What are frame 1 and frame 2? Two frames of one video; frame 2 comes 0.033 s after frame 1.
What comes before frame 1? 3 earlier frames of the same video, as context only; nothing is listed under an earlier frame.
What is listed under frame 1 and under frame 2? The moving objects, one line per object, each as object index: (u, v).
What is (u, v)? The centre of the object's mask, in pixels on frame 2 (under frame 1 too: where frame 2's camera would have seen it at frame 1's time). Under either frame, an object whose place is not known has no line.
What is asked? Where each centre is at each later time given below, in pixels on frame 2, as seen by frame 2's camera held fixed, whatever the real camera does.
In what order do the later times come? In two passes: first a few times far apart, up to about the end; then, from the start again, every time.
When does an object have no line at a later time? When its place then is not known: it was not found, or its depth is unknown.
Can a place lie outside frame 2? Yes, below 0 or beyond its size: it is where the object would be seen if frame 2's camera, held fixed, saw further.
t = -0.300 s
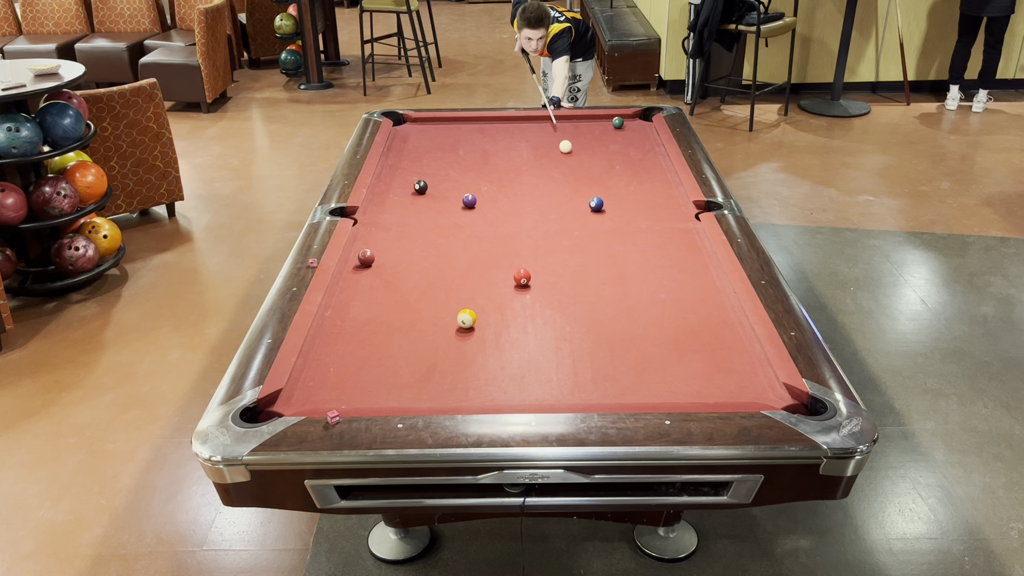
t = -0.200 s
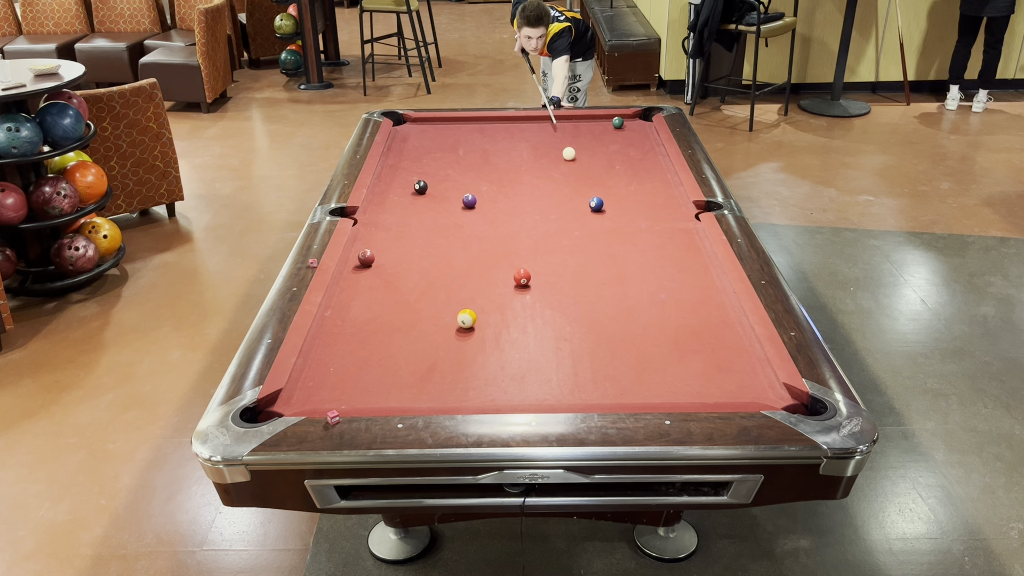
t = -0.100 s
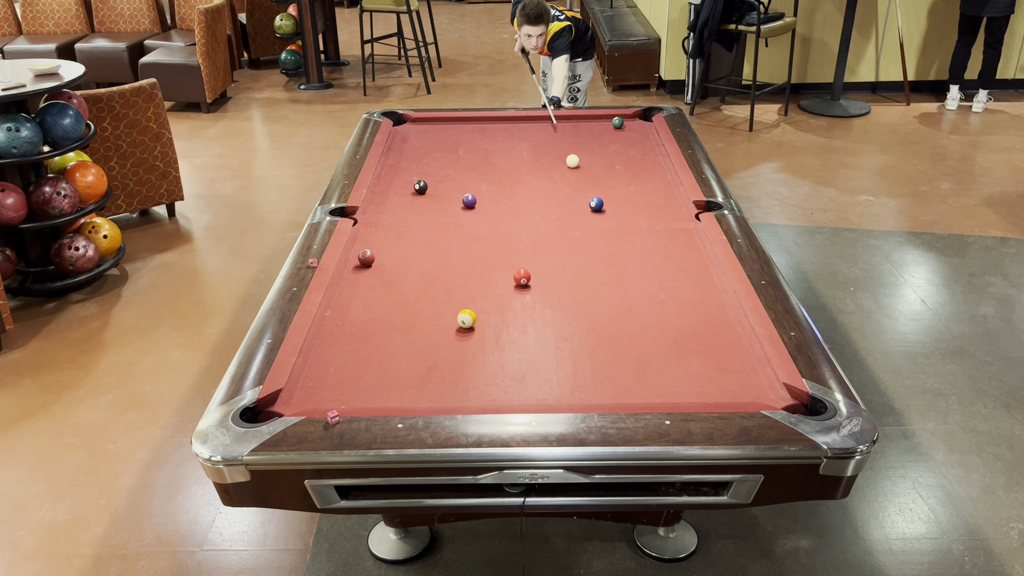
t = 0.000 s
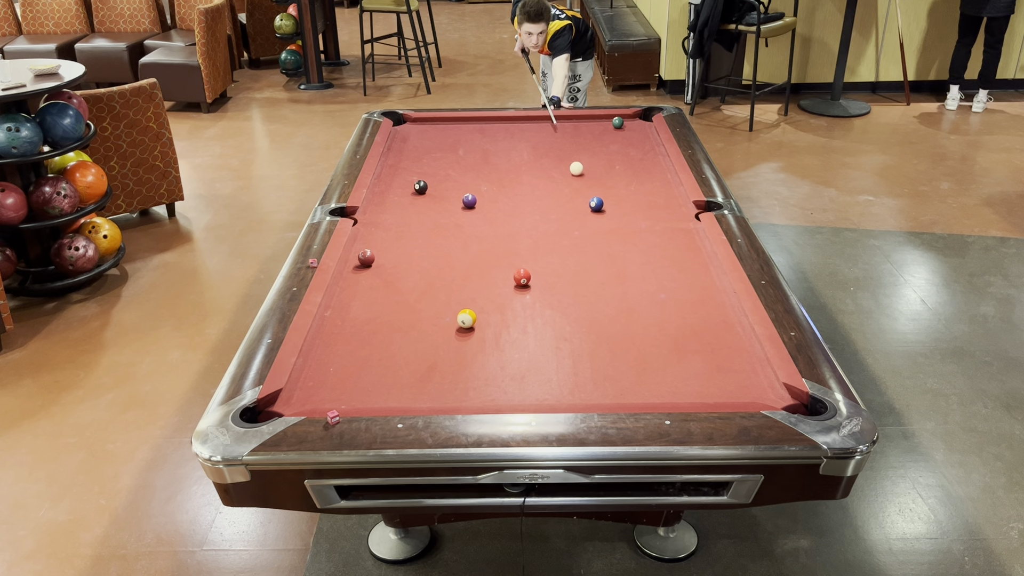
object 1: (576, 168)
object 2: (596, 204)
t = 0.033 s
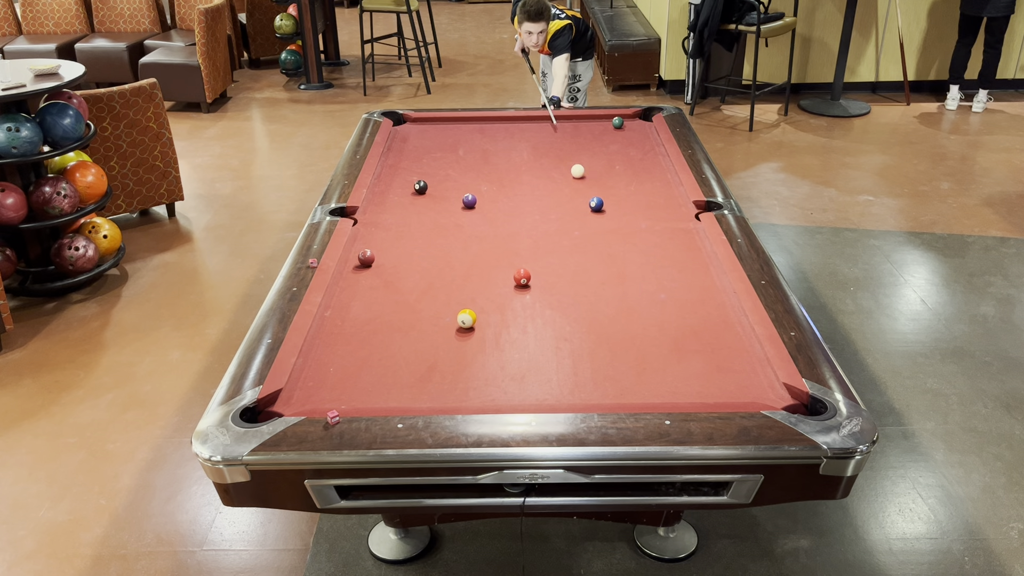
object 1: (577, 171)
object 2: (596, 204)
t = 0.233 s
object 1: (585, 187)
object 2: (596, 204)
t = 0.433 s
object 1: (589, 199)
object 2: (600, 209)
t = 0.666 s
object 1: (587, 204)
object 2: (611, 223)
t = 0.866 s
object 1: (586, 208)
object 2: (621, 234)
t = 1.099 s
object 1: (584, 212)
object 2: (633, 248)
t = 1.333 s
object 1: (582, 216)
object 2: (646, 262)
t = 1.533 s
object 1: (581, 218)
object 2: (657, 275)
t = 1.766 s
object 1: (579, 221)
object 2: (669, 290)
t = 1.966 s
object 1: (578, 223)
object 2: (681, 303)
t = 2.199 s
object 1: (577, 225)
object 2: (694, 318)
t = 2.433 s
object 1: (576, 226)
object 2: (708, 334)
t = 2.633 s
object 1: (576, 227)
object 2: (720, 347)
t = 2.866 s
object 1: (576, 228)
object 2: (734, 363)
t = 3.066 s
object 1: (576, 228)
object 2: (746, 376)
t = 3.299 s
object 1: (576, 227)
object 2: (760, 391)
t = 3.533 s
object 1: (576, 227)
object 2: (775, 401)
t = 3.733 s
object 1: (576, 227)
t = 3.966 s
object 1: (576, 227)
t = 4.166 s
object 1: (576, 227)
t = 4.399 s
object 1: (576, 227)
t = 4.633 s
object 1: (576, 227)
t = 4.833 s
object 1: (576, 227)
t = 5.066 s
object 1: (576, 227)
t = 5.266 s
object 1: (576, 228)
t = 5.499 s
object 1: (576, 227)
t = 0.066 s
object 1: (579, 174)
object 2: (596, 204)
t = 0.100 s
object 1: (580, 176)
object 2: (596, 204)
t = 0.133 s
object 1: (581, 179)
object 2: (596, 204)
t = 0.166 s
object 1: (583, 182)
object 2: (596, 204)
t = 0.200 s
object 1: (584, 184)
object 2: (596, 204)
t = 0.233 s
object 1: (585, 187)
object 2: (596, 204)
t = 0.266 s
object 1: (587, 190)
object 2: (596, 204)
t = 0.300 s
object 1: (588, 192)
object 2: (596, 204)
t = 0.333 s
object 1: (589, 194)
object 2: (596, 204)
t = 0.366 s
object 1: (590, 196)
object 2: (596, 204)
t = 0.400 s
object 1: (590, 198)
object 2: (598, 207)
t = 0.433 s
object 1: (589, 199)
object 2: (600, 209)
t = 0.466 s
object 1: (589, 200)
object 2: (602, 211)
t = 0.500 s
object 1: (589, 201)
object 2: (603, 213)
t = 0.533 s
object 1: (589, 201)
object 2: (605, 215)
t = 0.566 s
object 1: (588, 202)
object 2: (607, 217)
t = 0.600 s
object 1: (588, 203)
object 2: (608, 219)
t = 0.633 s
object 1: (588, 203)
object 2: (610, 221)
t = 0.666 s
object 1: (587, 204)
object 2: (611, 223)
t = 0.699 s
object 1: (587, 205)
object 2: (613, 224)
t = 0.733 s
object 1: (587, 205)
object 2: (615, 227)
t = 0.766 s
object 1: (586, 206)
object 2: (616, 229)
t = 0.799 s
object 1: (586, 207)
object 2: (618, 230)
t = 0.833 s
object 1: (586, 207)
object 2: (620, 232)
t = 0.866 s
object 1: (586, 208)
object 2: (621, 234)
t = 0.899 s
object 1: (585, 208)
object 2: (623, 236)
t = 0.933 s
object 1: (585, 209)
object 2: (625, 238)
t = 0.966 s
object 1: (585, 210)
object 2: (626, 240)
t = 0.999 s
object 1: (584, 210)
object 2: (628, 242)
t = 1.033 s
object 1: (584, 211)
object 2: (630, 244)
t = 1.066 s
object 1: (584, 211)
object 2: (632, 246)
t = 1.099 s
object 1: (584, 212)
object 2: (633, 248)
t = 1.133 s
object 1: (583, 212)
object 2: (635, 250)
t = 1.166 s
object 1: (583, 213)
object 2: (637, 252)
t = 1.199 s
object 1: (583, 214)
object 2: (639, 254)
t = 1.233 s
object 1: (583, 214)
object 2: (640, 256)
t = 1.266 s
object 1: (583, 215)
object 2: (642, 258)
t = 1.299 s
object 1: (582, 215)
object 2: (644, 260)
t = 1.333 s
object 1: (582, 216)
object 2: (646, 262)
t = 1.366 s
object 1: (582, 216)
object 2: (647, 265)
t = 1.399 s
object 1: (582, 216)
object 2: (649, 267)
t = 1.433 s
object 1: (582, 217)
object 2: (651, 269)
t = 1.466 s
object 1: (581, 217)
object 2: (653, 271)
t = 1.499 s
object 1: (581, 218)
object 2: (655, 273)
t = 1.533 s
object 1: (581, 218)
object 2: (657, 275)
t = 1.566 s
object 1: (581, 219)
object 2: (658, 277)
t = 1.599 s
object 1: (581, 219)
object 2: (660, 279)
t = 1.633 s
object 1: (581, 220)
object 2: (662, 281)
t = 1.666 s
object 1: (580, 220)
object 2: (664, 284)
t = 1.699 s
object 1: (580, 220)
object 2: (666, 286)
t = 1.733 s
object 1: (580, 221)
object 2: (667, 288)
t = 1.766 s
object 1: (579, 221)
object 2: (669, 290)
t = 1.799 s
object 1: (579, 221)
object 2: (671, 292)
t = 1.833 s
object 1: (579, 222)
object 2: (673, 294)
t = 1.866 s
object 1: (579, 222)
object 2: (675, 297)
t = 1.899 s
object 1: (578, 222)
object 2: (677, 299)
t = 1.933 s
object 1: (578, 223)
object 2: (679, 301)
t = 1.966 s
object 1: (578, 223)
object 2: (681, 303)
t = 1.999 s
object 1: (578, 223)
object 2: (682, 305)
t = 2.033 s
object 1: (578, 224)
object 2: (684, 307)
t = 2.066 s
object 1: (577, 224)
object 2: (686, 310)
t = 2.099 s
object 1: (577, 224)
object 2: (688, 312)
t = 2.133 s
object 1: (577, 224)
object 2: (690, 314)
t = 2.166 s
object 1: (577, 225)
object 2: (692, 316)
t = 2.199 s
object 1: (577, 225)
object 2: (694, 318)
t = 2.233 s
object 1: (577, 225)
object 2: (696, 320)
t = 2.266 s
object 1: (576, 225)
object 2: (698, 323)
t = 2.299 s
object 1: (576, 225)
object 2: (700, 325)
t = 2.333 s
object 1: (576, 226)
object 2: (702, 327)
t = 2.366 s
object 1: (576, 226)
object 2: (704, 329)
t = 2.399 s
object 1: (576, 226)
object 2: (706, 332)
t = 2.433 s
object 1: (576, 226)
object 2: (708, 334)
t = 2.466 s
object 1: (576, 226)
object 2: (710, 336)
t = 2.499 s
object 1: (576, 227)
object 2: (712, 339)
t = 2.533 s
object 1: (576, 227)
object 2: (714, 341)
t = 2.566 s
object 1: (576, 227)
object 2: (716, 343)
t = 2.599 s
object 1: (576, 227)
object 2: (718, 345)
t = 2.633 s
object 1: (576, 227)
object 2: (720, 347)
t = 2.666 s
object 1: (576, 227)
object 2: (722, 349)
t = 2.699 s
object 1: (576, 227)
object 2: (724, 352)
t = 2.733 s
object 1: (576, 227)
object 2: (726, 354)
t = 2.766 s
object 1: (576, 227)
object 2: (728, 356)
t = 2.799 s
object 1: (576, 227)
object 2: (730, 358)
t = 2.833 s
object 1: (576, 228)
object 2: (732, 361)
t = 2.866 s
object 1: (576, 228)
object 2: (734, 363)
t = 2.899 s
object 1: (576, 228)
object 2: (736, 365)
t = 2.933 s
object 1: (576, 228)
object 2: (738, 367)
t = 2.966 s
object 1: (576, 228)
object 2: (740, 369)
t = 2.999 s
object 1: (576, 228)
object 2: (742, 371)
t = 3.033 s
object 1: (576, 228)
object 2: (744, 374)
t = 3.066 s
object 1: (576, 228)
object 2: (746, 376)
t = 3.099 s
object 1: (576, 228)
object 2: (748, 378)
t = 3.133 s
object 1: (576, 227)
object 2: (750, 380)
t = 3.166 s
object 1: (576, 227)
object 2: (752, 382)
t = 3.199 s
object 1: (576, 227)
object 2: (754, 384)
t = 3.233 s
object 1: (576, 227)
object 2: (756, 387)
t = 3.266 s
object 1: (576, 227)
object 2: (758, 389)
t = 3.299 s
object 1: (576, 227)
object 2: (760, 391)
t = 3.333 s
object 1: (576, 227)
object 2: (762, 392)
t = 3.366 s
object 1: (576, 227)
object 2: (765, 394)
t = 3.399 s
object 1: (576, 227)
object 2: (767, 396)
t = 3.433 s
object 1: (576, 227)
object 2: (769, 397)
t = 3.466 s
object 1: (576, 227)
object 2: (771, 399)
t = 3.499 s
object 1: (576, 227)
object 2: (773, 400)
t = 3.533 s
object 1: (576, 227)
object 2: (775, 401)
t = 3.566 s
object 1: (576, 227)
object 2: (778, 402)
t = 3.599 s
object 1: (576, 227)
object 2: (781, 404)
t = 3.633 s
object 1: (576, 227)
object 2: (785, 405)
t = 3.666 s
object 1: (576, 227)
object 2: (788, 409)
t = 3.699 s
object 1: (576, 227)
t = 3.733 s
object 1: (576, 227)
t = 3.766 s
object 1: (576, 227)
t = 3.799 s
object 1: (576, 227)
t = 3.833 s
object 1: (576, 227)
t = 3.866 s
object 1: (576, 227)
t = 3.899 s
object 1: (576, 227)
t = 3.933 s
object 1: (576, 227)
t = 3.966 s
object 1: (576, 227)
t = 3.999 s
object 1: (576, 227)
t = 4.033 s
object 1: (576, 227)
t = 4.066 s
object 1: (576, 227)
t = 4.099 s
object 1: (576, 227)
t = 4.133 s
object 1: (576, 227)
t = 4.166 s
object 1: (576, 227)
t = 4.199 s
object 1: (576, 227)
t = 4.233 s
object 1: (576, 227)
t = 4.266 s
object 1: (576, 227)
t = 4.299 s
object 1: (576, 227)
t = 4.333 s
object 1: (576, 227)
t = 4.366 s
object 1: (576, 227)
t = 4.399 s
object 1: (576, 227)
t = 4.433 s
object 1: (576, 227)
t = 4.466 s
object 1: (576, 227)
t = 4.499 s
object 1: (576, 227)
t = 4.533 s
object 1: (576, 227)
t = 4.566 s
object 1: (576, 227)
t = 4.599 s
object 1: (576, 227)
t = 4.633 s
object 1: (576, 227)
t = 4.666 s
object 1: (576, 227)
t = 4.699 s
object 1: (576, 227)
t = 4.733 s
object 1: (576, 227)
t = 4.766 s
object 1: (576, 227)
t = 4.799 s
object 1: (576, 227)
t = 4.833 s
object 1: (576, 227)
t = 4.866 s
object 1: (576, 227)
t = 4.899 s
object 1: (576, 227)
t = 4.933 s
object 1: (576, 227)
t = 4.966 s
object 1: (576, 227)
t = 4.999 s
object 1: (576, 227)
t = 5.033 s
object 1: (576, 227)
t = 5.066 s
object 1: (576, 227)
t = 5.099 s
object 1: (576, 227)
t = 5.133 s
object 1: (576, 227)
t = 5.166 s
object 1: (576, 227)
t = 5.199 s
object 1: (576, 227)
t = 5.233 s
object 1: (576, 228)
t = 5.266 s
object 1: (576, 228)
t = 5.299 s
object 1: (576, 228)
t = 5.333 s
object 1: (576, 227)
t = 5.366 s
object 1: (576, 227)
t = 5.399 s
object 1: (576, 227)
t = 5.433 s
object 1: (576, 227)
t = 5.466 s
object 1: (576, 227)
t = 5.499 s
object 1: (576, 227)
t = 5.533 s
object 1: (576, 227)
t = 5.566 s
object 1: (576, 227)
